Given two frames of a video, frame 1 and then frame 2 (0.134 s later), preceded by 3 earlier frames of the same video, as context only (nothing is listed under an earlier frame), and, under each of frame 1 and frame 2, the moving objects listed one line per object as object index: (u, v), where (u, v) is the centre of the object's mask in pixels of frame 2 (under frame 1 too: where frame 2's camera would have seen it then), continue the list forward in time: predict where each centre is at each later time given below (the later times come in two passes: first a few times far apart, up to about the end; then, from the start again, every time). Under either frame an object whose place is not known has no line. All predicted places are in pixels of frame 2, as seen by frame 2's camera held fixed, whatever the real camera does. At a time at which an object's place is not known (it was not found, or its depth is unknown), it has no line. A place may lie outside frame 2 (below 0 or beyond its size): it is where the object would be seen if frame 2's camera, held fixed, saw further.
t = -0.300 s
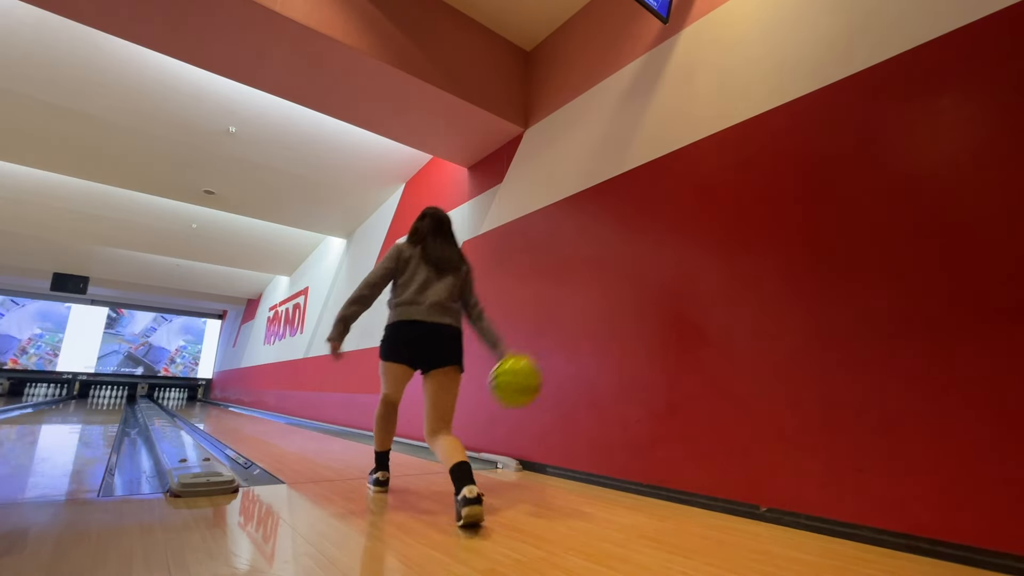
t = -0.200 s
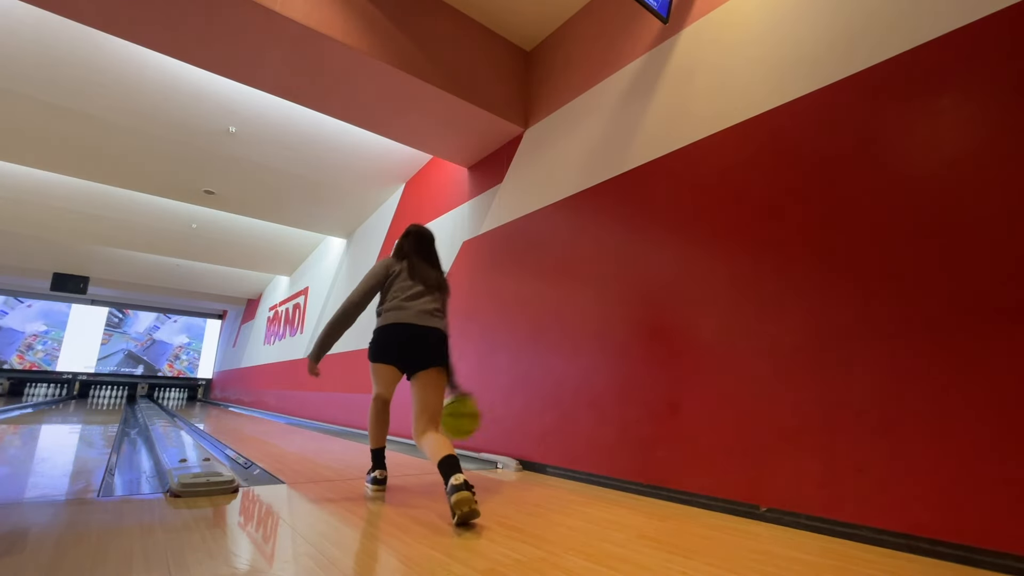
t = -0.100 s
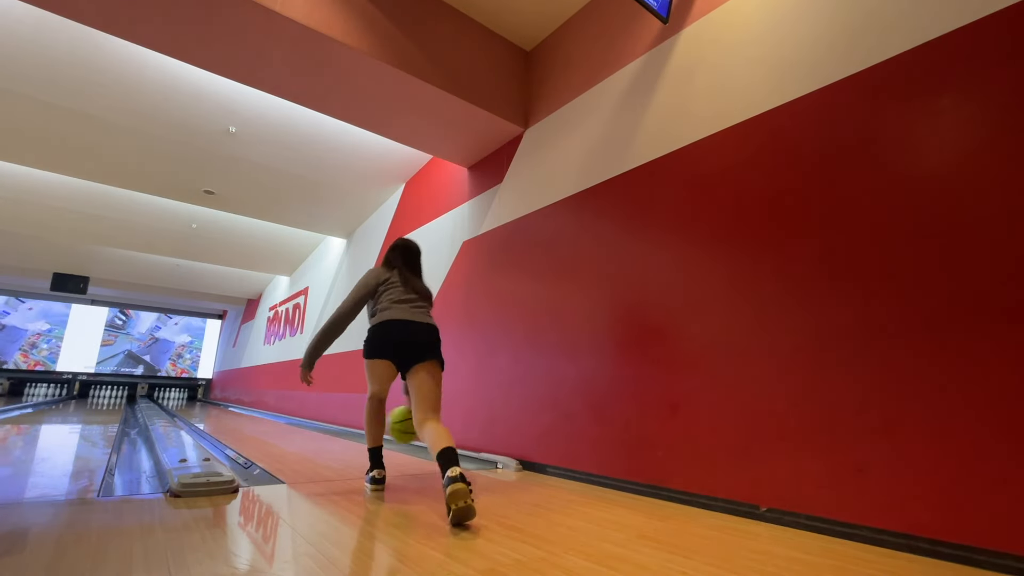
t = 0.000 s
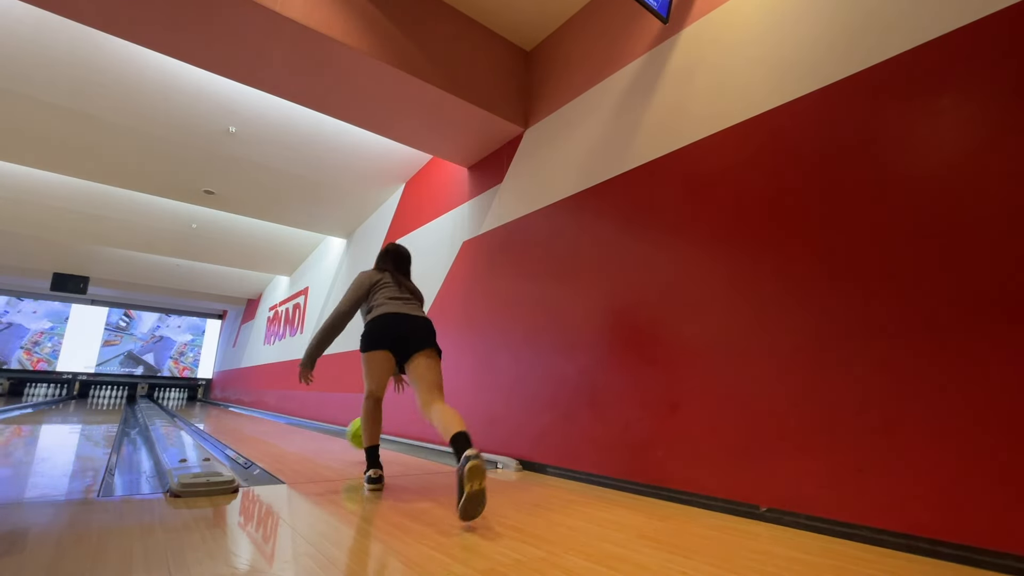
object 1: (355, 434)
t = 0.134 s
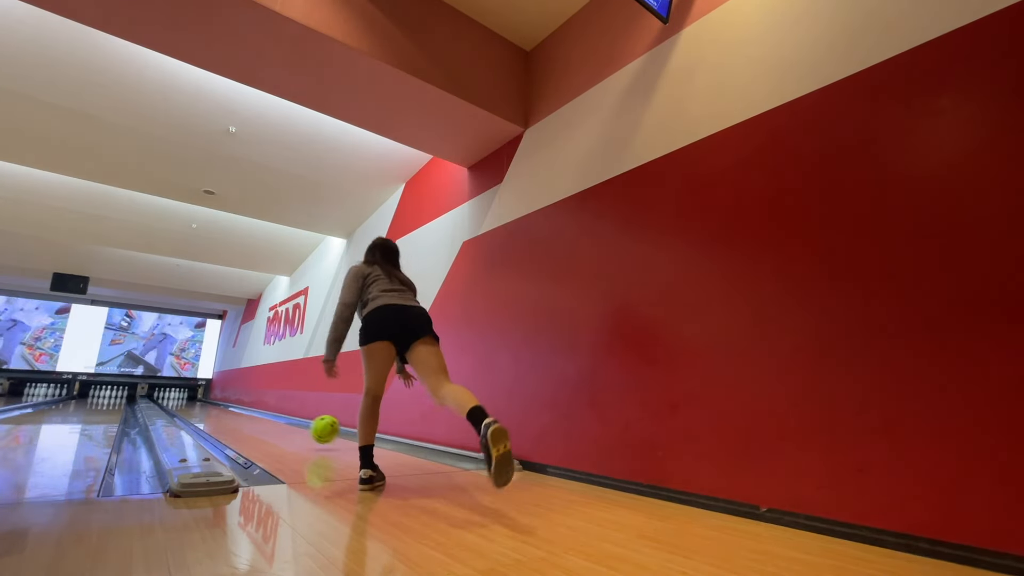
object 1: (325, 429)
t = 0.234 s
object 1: (303, 428)
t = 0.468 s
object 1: (266, 422)
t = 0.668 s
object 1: (245, 416)
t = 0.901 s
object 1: (226, 412)
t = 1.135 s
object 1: (213, 408)
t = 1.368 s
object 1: (202, 406)
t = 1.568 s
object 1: (195, 404)
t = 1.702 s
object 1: (190, 403)
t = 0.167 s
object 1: (317, 427)
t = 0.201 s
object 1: (310, 427)
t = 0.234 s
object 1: (303, 428)
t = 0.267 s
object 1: (296, 429)
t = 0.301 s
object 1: (291, 427)
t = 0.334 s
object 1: (285, 426)
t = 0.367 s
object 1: (280, 425)
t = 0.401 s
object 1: (275, 424)
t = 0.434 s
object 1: (271, 423)
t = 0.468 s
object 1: (266, 422)
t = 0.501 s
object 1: (262, 421)
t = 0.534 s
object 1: (258, 420)
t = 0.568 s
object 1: (255, 419)
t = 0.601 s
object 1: (252, 418)
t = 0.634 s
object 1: (248, 417)
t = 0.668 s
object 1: (245, 416)
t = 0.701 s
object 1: (242, 416)
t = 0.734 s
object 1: (239, 415)
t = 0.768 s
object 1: (236, 414)
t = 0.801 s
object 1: (234, 413)
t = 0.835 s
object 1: (231, 413)
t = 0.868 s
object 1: (229, 412)
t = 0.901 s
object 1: (226, 412)
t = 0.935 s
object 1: (224, 411)
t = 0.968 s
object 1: (222, 411)
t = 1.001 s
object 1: (220, 410)
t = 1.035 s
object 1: (218, 410)
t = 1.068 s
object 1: (217, 409)
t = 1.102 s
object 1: (215, 409)
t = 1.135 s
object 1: (213, 408)
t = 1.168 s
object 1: (211, 408)
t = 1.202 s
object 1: (209, 408)
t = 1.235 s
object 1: (208, 407)
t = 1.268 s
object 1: (206, 407)
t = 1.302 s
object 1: (205, 406)
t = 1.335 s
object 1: (204, 406)
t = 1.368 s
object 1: (202, 406)
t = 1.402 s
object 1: (201, 405)
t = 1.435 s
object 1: (199, 405)
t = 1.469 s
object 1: (198, 405)
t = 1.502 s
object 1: (197, 404)
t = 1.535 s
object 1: (196, 404)
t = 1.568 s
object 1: (195, 404)
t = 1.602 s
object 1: (193, 404)
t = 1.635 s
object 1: (192, 403)
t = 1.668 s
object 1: (191, 403)
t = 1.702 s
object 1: (190, 403)
